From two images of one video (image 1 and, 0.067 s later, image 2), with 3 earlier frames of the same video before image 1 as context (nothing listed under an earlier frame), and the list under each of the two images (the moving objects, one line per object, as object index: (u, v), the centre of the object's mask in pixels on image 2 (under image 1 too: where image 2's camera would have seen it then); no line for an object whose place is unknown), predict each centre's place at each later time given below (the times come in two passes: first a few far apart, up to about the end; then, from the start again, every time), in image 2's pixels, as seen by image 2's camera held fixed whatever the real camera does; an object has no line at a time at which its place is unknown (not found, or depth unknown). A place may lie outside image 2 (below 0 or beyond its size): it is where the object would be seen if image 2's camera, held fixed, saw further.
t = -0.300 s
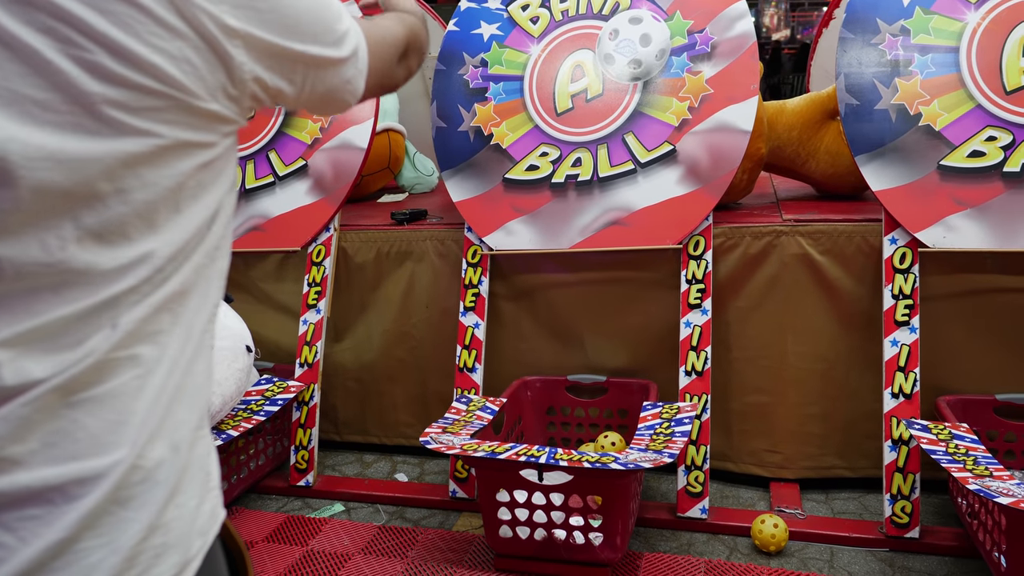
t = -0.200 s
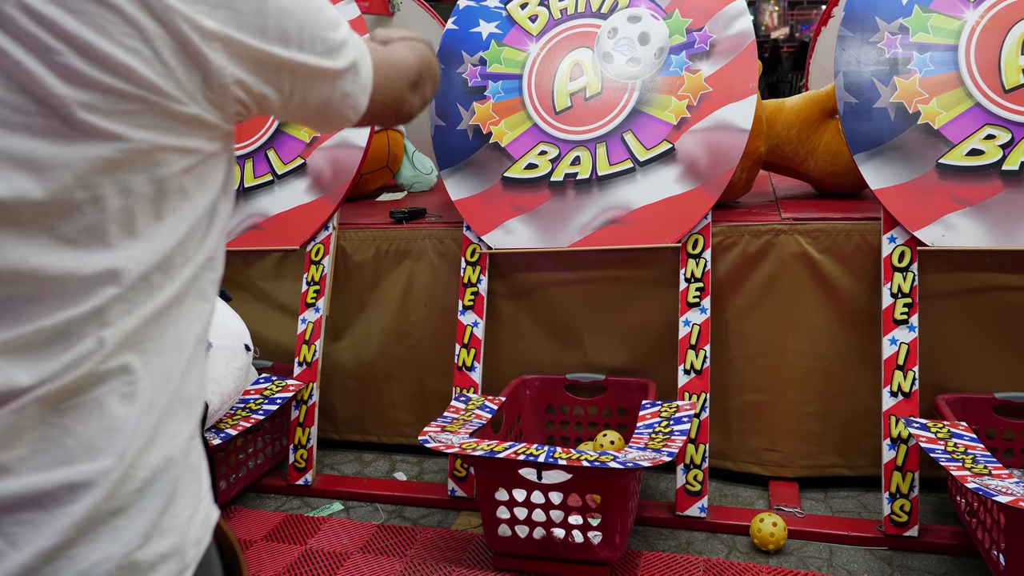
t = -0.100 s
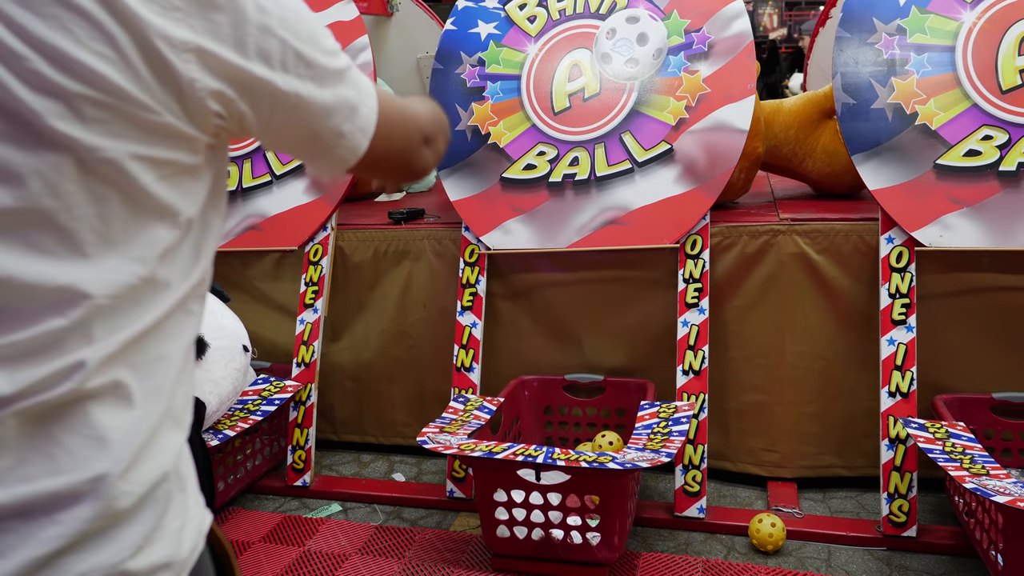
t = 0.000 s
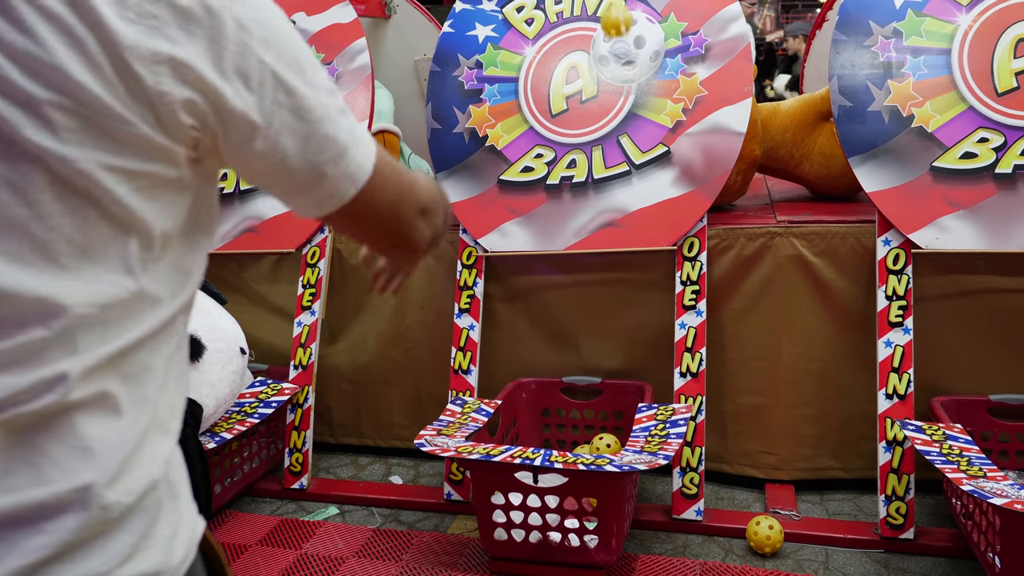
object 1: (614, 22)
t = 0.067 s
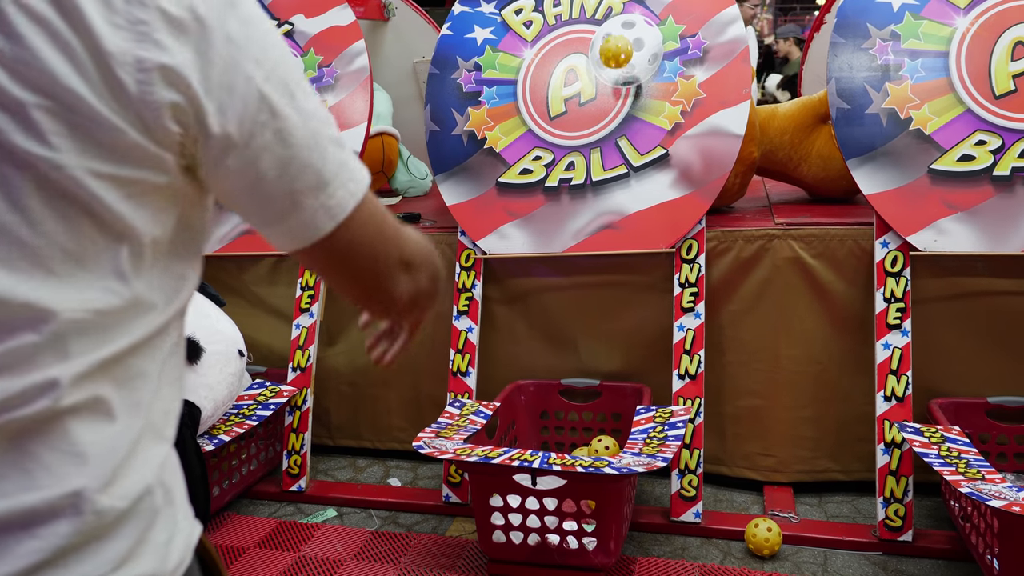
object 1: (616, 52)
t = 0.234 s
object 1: (608, 149)
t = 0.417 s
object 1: (599, 430)
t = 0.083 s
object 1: (615, 56)
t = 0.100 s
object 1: (614, 61)
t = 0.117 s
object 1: (613, 67)
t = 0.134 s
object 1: (612, 75)
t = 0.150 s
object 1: (612, 84)
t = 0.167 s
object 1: (611, 93)
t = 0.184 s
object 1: (610, 105)
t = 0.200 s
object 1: (609, 118)
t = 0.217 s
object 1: (608, 132)
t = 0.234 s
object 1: (608, 149)
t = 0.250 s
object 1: (606, 165)
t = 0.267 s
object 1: (606, 185)
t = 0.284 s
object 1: (605, 205)
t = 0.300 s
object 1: (604, 228)
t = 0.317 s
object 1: (603, 253)
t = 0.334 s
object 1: (602, 278)
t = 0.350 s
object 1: (601, 305)
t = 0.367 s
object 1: (601, 334)
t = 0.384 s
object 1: (600, 365)
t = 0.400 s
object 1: (599, 399)
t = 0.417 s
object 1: (599, 430)
